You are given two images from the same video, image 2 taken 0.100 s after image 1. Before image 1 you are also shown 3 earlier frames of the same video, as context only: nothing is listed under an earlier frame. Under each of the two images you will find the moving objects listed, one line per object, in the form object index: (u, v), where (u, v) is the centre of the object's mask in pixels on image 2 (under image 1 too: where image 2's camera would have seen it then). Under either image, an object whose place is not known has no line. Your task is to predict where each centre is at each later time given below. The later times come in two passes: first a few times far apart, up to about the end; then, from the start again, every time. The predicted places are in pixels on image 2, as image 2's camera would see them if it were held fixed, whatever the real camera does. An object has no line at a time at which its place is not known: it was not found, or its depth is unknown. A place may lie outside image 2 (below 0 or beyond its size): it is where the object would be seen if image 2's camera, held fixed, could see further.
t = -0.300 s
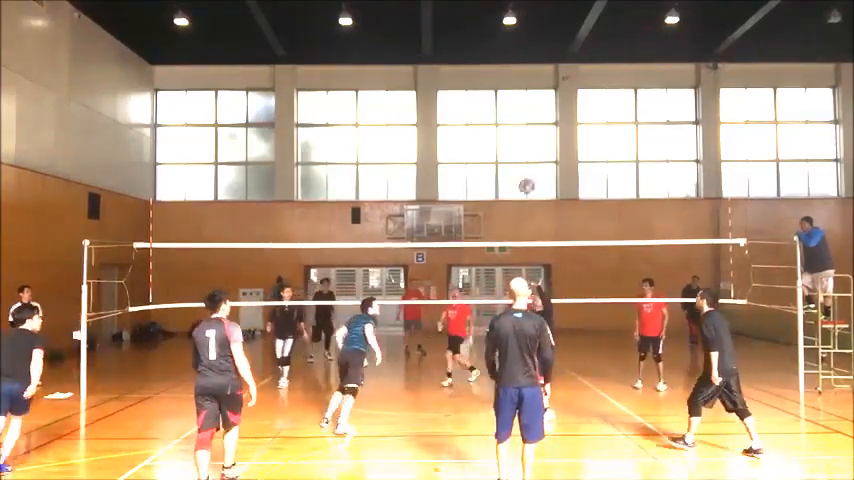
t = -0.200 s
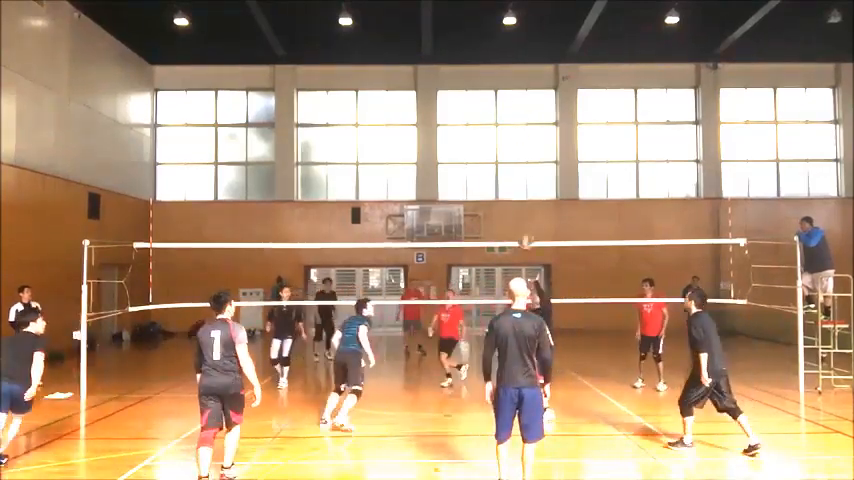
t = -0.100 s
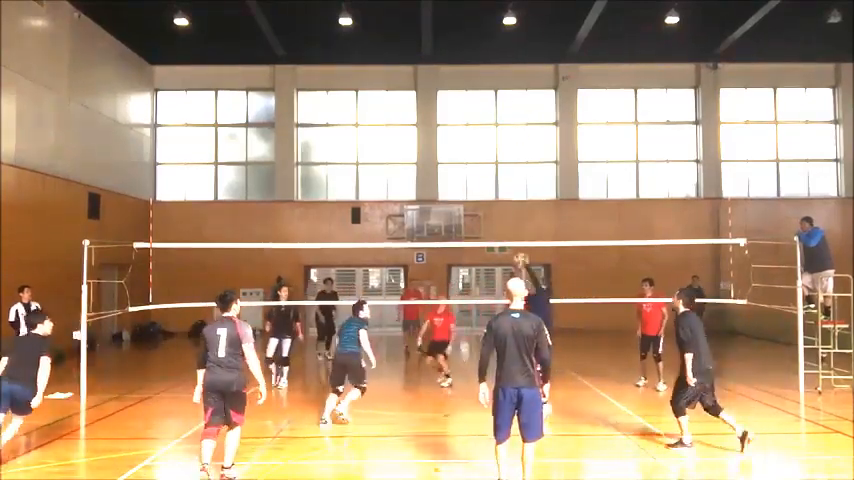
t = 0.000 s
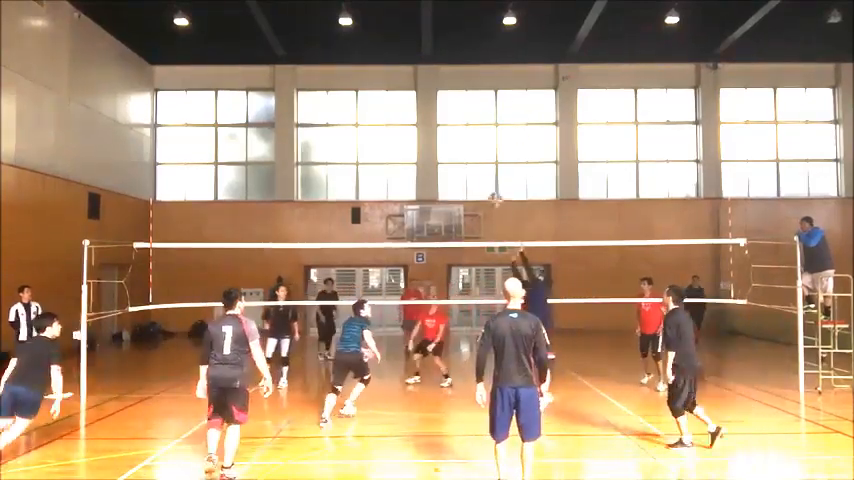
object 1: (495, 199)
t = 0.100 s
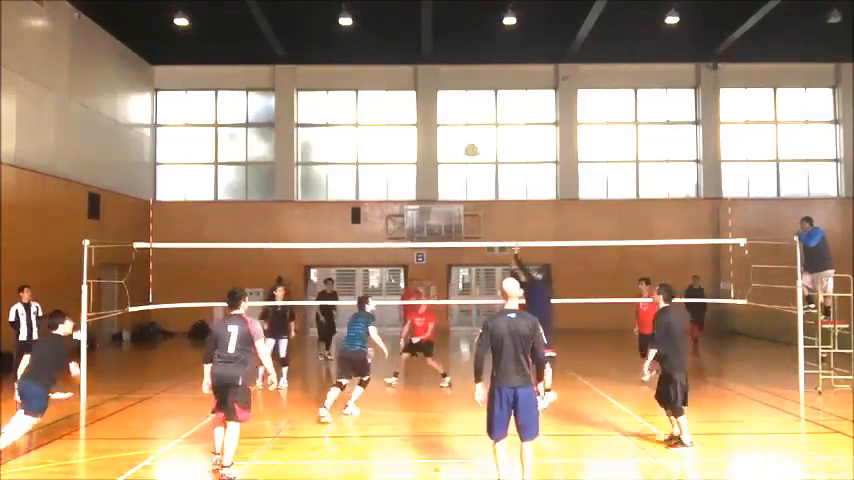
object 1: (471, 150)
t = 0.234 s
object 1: (442, 95)
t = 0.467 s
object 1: (391, 35)
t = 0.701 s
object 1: (342, 13)
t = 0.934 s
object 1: (296, 31)
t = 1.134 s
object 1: (258, 75)
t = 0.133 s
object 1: (463, 134)
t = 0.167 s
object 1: (456, 120)
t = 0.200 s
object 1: (448, 107)
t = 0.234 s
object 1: (442, 95)
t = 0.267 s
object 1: (434, 75)
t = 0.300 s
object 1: (426, 74)
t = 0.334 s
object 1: (419, 61)
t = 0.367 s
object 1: (411, 56)
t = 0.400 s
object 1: (404, 47)
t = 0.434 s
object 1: (397, 41)
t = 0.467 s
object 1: (391, 35)
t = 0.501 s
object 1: (383, 30)
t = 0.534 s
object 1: (377, 25)
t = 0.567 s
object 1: (370, 21)
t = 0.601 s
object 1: (363, 18)
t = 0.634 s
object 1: (357, 16)
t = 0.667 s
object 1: (350, 14)
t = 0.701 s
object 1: (342, 13)
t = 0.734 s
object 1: (335, 13)
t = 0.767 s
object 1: (329, 15)
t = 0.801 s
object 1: (323, 17)
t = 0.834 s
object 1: (316, 19)
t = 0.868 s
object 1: (309, 22)
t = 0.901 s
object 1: (303, 27)
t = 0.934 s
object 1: (296, 31)
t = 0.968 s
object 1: (290, 37)
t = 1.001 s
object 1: (284, 43)
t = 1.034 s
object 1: (277, 50)
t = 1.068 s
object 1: (271, 57)
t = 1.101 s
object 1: (264, 64)
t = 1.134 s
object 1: (258, 75)
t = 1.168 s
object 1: (254, 84)
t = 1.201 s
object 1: (246, 95)
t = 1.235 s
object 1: (241, 106)
